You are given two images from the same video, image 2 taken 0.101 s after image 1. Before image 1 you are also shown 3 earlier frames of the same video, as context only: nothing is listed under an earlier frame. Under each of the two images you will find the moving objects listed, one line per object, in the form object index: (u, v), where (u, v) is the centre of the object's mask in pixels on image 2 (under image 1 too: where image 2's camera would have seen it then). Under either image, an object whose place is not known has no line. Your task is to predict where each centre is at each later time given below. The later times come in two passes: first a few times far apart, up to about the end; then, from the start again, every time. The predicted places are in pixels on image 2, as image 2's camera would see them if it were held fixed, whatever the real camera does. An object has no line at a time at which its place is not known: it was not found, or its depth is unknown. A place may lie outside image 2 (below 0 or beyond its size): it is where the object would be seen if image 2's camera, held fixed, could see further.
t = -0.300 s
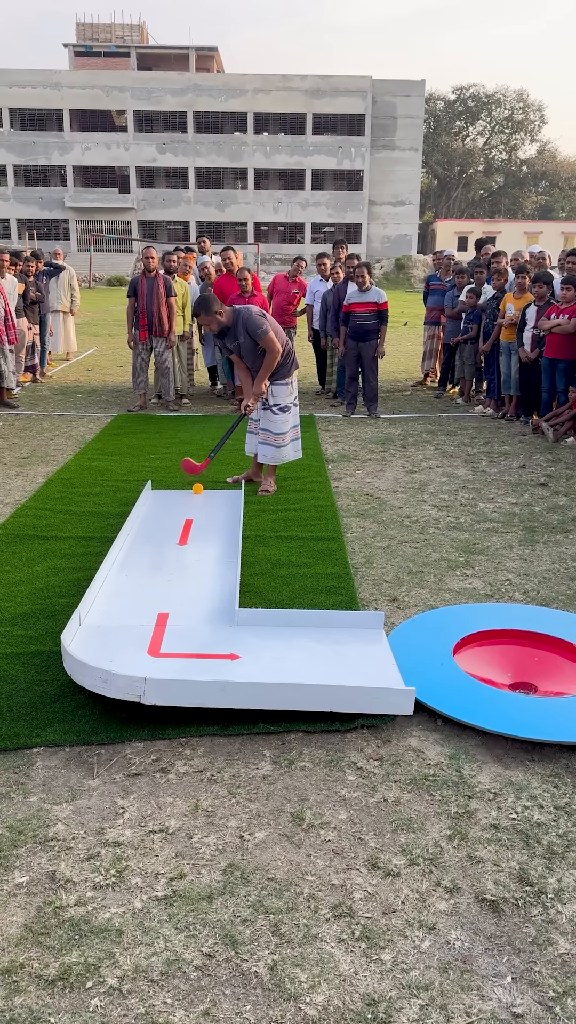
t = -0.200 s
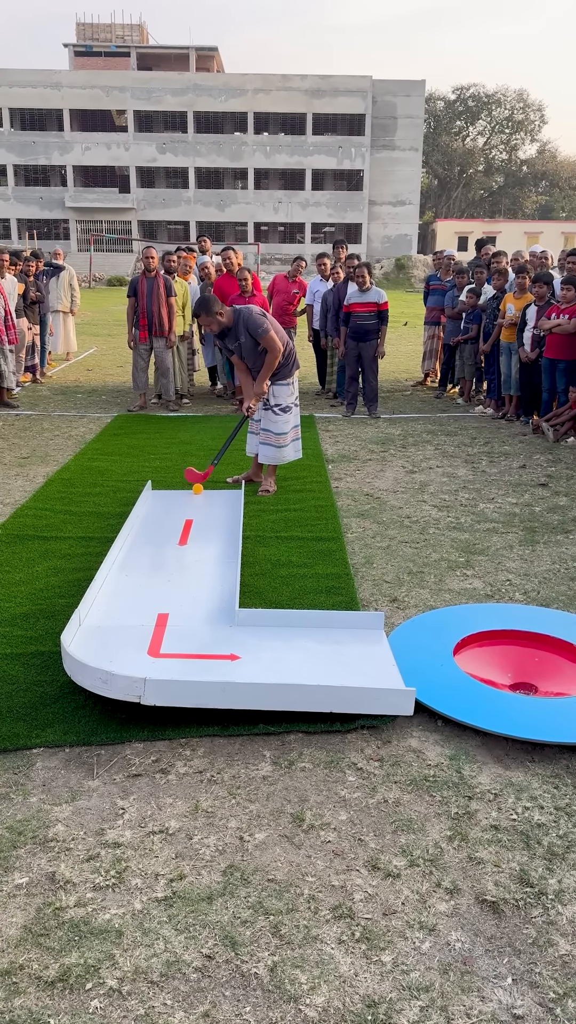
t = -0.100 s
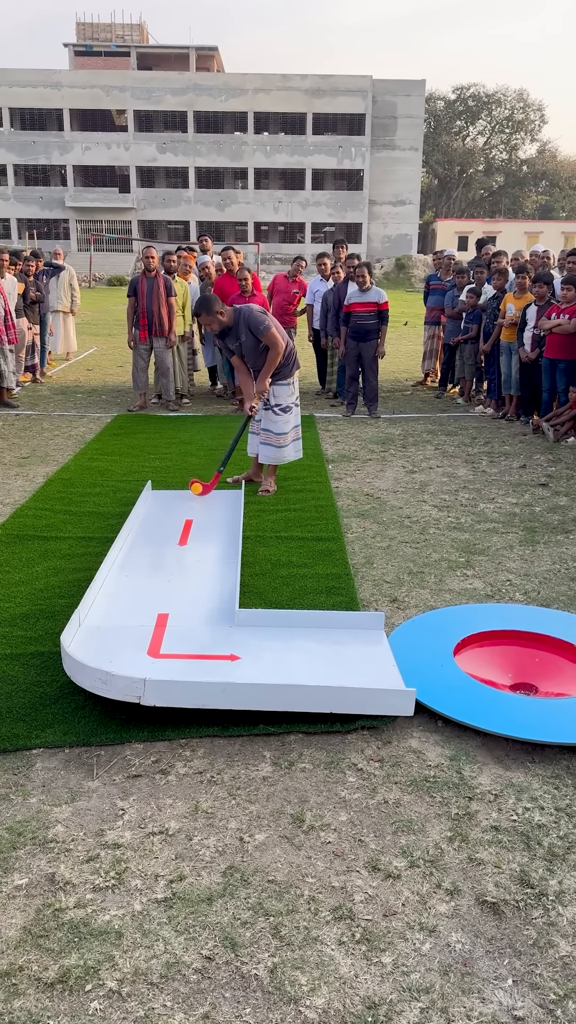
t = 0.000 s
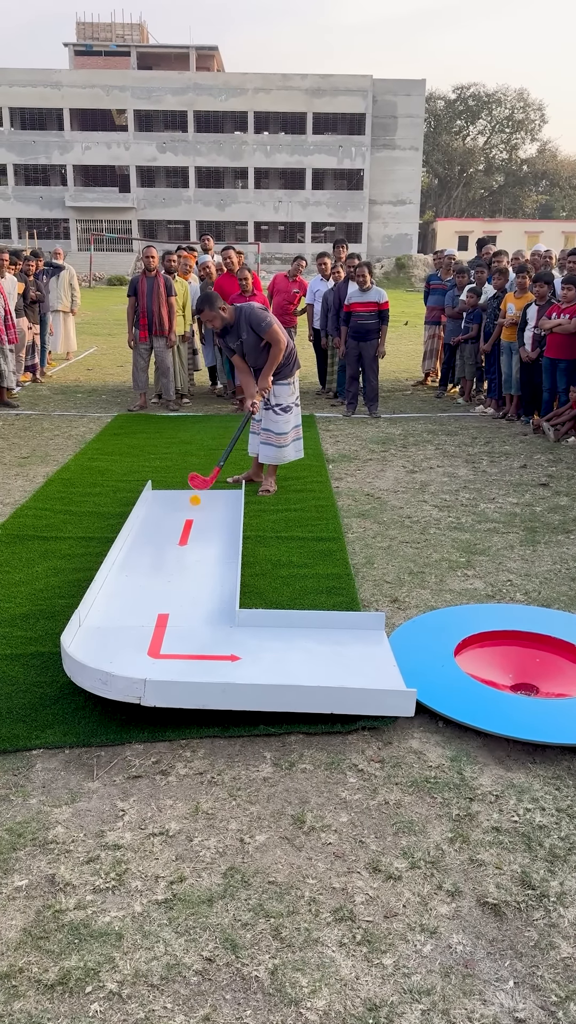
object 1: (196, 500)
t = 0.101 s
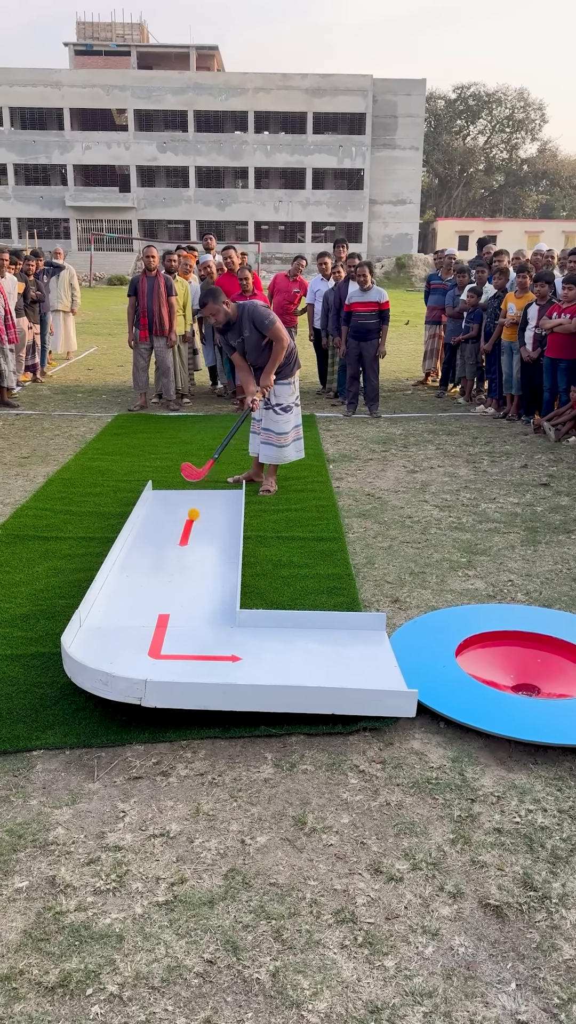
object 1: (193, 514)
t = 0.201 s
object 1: (191, 524)
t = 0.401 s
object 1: (190, 544)
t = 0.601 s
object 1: (190, 566)
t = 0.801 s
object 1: (189, 591)
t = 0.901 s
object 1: (189, 606)
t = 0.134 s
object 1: (192, 518)
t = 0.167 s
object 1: (192, 521)
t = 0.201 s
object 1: (191, 524)
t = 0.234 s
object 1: (191, 527)
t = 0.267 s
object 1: (191, 531)
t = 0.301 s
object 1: (191, 534)
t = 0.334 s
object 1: (190, 537)
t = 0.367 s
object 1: (190, 540)
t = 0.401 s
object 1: (190, 544)
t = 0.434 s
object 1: (190, 547)
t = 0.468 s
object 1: (190, 551)
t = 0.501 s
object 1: (190, 555)
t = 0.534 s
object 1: (190, 558)
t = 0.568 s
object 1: (190, 562)
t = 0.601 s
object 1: (190, 566)
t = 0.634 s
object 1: (190, 570)
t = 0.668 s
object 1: (190, 574)
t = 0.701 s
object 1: (190, 578)
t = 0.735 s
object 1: (189, 582)
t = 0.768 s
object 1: (189, 587)
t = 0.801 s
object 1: (189, 591)
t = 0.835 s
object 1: (189, 596)
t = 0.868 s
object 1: (189, 601)
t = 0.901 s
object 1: (189, 606)
